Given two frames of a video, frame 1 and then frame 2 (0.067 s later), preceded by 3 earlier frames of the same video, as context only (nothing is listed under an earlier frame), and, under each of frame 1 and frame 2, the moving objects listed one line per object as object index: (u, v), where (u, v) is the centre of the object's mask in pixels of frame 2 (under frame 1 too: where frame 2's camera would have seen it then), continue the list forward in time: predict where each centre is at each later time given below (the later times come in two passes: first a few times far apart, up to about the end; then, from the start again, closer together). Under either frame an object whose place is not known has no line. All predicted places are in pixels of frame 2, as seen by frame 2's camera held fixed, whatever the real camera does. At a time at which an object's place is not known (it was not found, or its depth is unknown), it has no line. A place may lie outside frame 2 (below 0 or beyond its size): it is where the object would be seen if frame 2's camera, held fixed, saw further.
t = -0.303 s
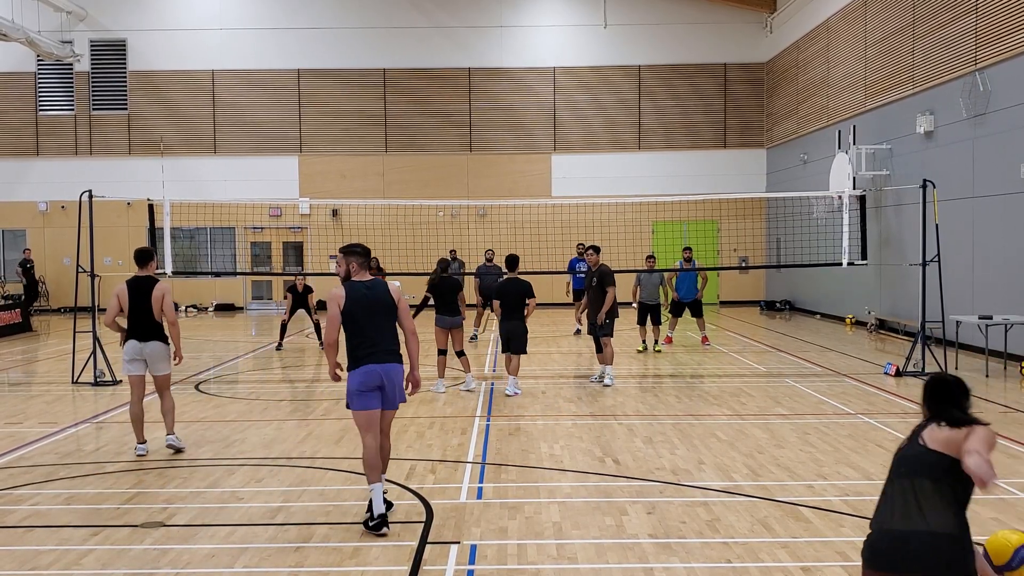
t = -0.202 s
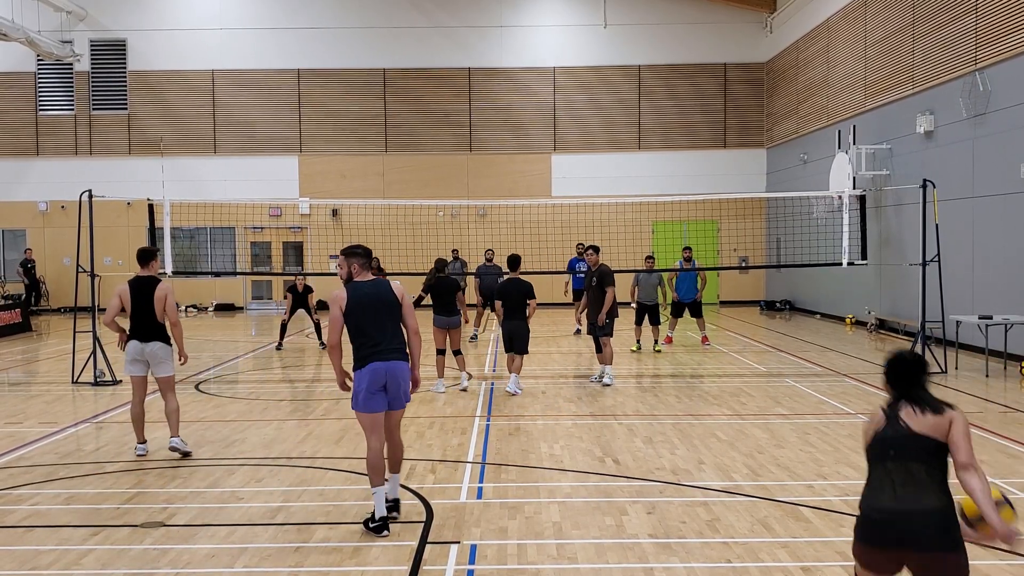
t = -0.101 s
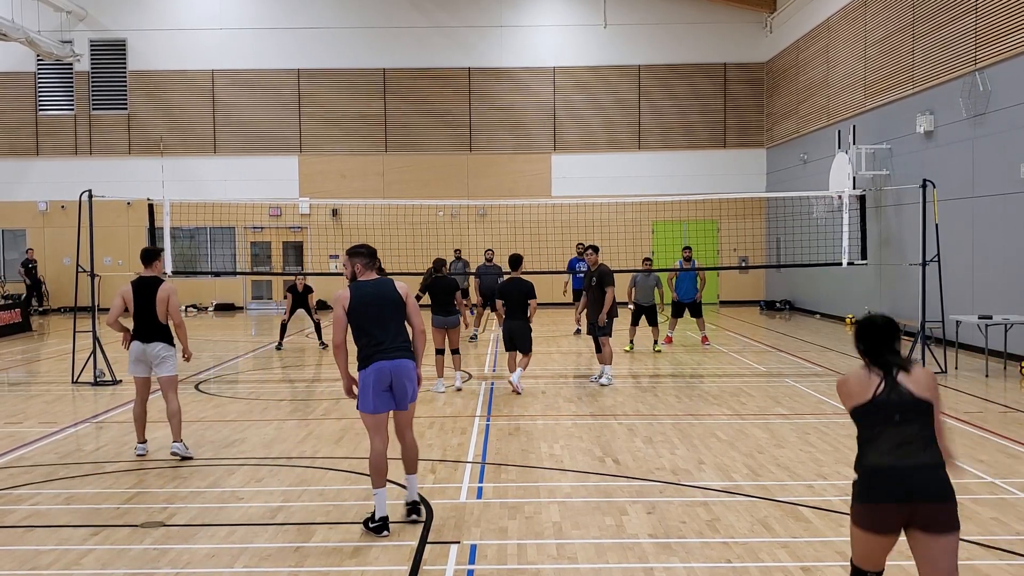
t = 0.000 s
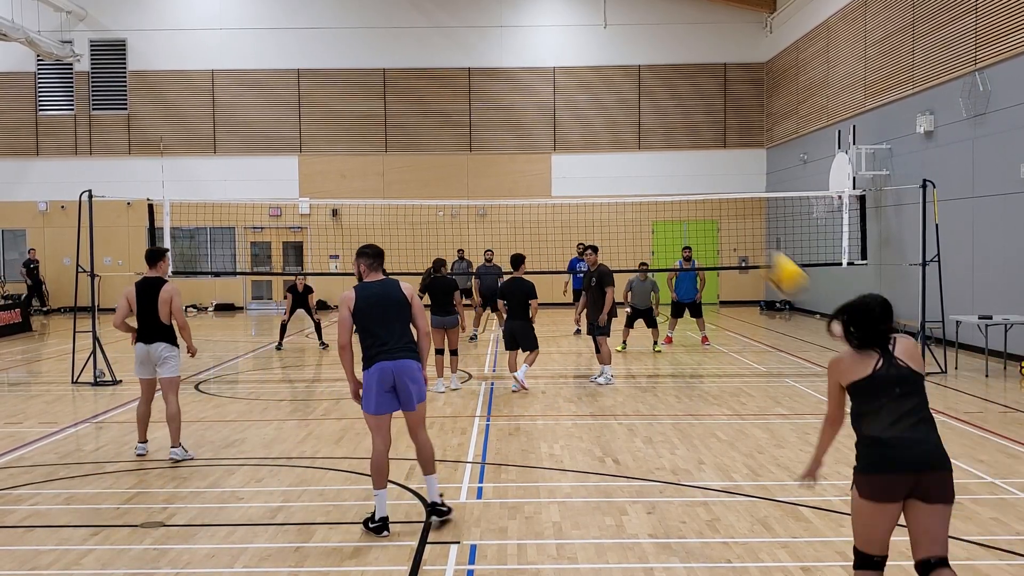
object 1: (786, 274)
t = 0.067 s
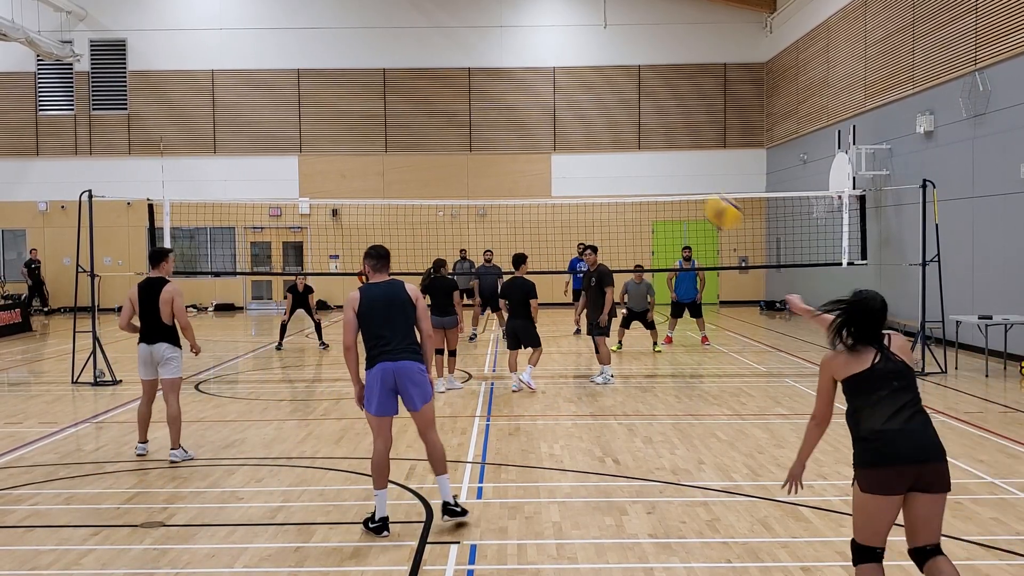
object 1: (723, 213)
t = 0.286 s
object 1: (601, 118)
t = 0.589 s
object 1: (515, 114)
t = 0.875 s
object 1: (467, 163)
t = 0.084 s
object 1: (710, 200)
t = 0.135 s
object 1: (674, 169)
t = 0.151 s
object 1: (664, 161)
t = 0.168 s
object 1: (655, 153)
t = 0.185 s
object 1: (646, 146)
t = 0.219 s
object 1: (631, 135)
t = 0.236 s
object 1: (623, 130)
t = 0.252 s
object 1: (615, 125)
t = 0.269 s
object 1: (609, 122)
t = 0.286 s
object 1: (601, 118)
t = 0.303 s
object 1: (594, 115)
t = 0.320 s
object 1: (588, 112)
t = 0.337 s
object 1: (582, 110)
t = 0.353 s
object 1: (576, 108)
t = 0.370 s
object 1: (571, 107)
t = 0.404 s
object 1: (560, 105)
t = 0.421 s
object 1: (556, 105)
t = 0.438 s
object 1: (551, 105)
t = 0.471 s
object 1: (542, 106)
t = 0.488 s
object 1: (537, 107)
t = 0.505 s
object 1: (533, 107)
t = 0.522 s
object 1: (529, 108)
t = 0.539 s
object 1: (525, 109)
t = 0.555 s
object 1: (522, 111)
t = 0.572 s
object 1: (518, 113)
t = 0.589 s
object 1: (515, 114)
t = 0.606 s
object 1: (511, 116)
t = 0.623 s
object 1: (507, 118)
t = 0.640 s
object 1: (504, 121)
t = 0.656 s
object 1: (501, 123)
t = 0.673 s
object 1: (498, 125)
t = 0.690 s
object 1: (496, 128)
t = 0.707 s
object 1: (493, 130)
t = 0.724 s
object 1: (490, 133)
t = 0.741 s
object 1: (487, 136)
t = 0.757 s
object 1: (485, 139)
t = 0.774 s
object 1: (482, 142)
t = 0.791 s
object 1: (479, 146)
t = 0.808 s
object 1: (477, 148)
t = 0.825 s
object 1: (474, 152)
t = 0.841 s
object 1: (472, 155)
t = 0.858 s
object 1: (470, 160)
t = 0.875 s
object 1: (467, 163)
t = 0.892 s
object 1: (465, 167)
